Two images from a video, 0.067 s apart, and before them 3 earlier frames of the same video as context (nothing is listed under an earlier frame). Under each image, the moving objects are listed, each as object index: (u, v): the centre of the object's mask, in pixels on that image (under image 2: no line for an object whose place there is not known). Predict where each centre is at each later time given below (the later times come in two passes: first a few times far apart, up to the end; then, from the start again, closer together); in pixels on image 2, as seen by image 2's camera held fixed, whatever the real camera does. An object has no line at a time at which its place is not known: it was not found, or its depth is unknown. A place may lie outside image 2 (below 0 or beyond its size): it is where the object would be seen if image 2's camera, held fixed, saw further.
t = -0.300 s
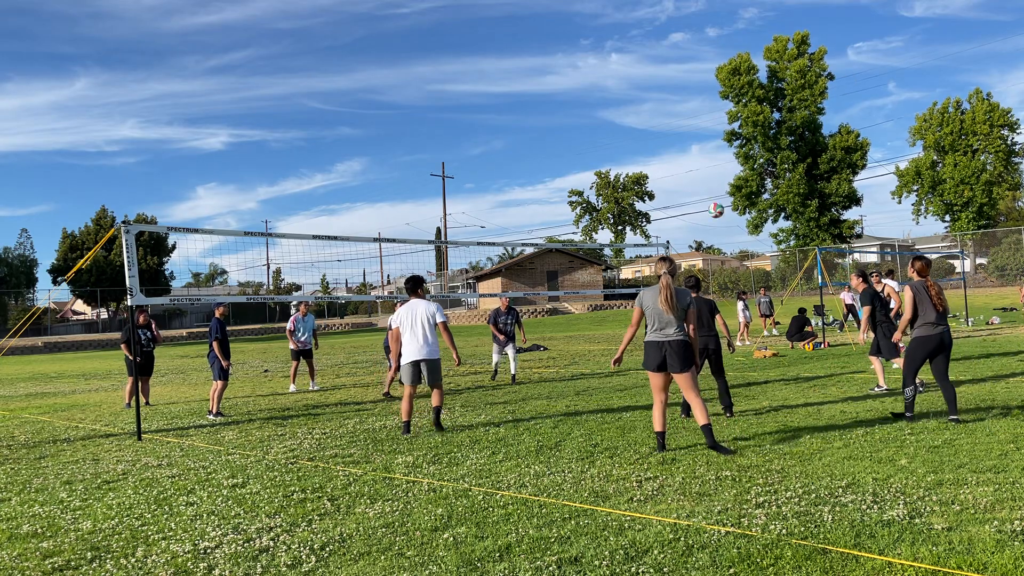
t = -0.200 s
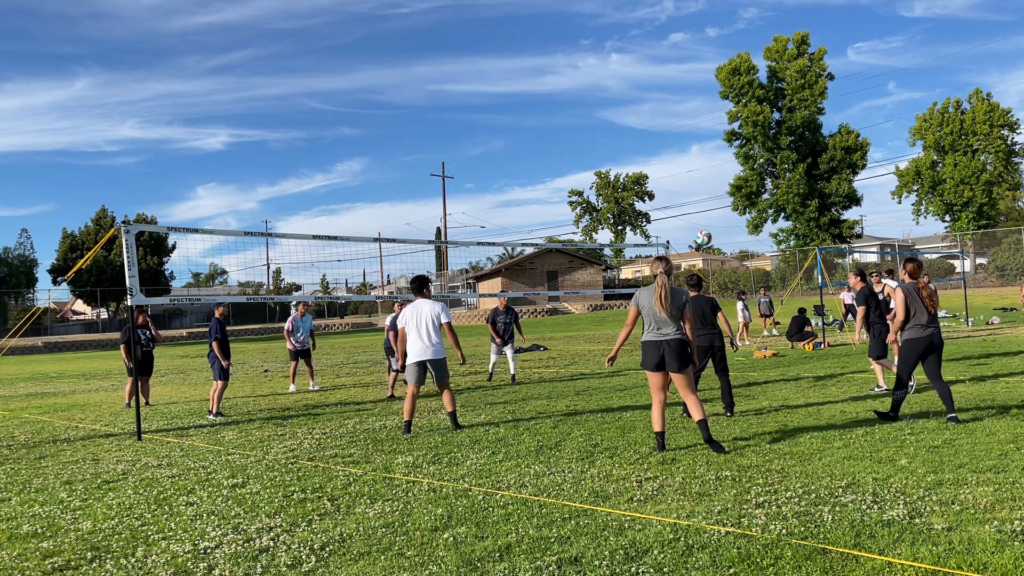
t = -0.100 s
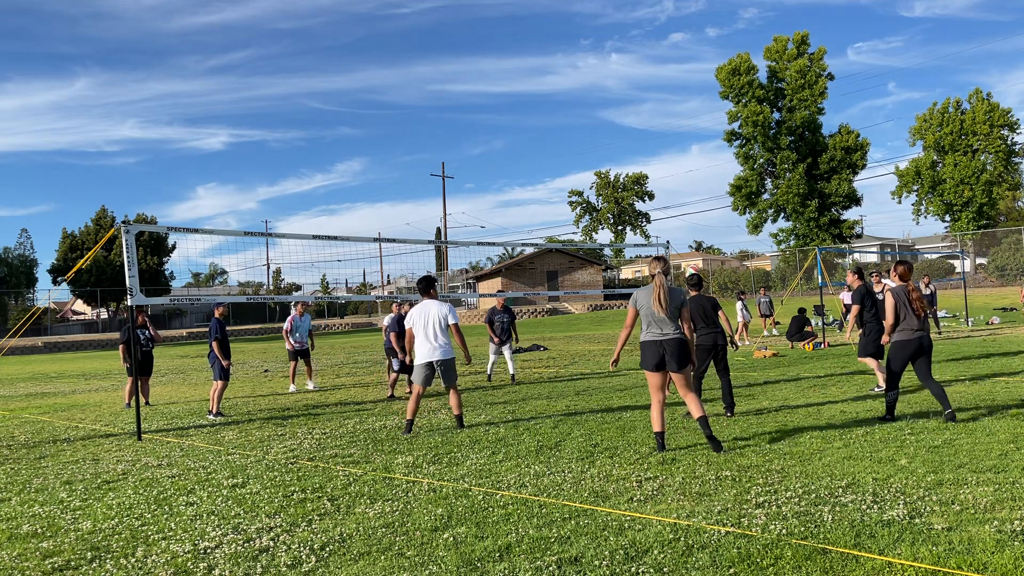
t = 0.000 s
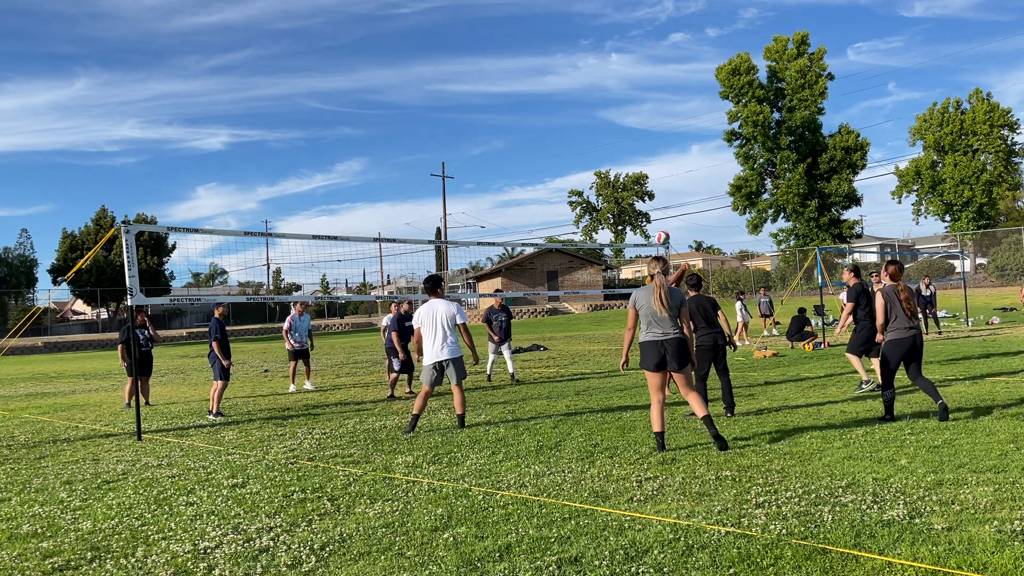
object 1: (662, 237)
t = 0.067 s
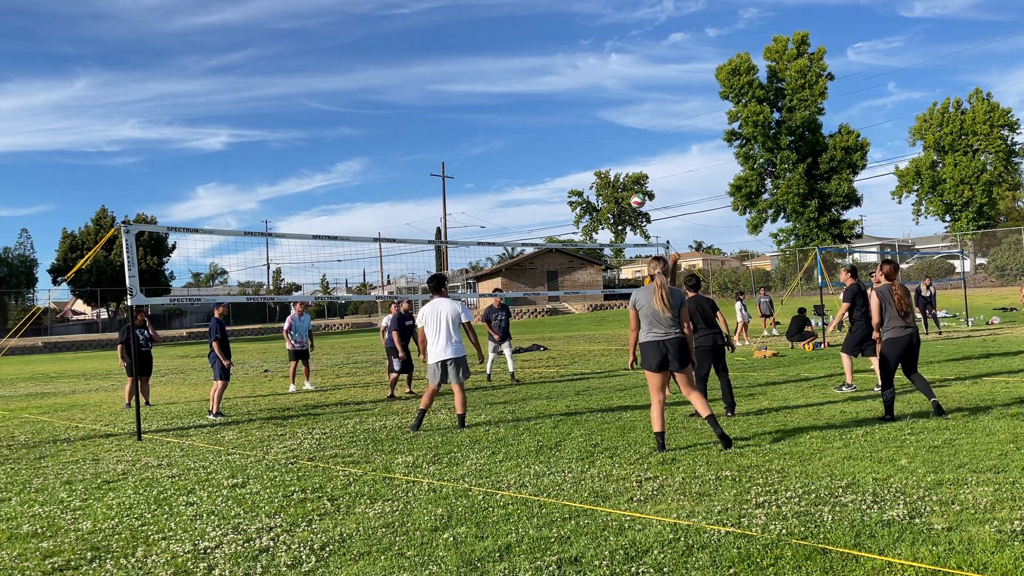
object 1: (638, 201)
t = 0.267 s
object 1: (573, 117)
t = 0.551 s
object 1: (497, 52)
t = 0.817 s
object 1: (438, 42)
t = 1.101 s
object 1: (387, 75)
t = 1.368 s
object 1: (348, 142)
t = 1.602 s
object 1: (320, 225)
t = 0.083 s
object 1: (631, 192)
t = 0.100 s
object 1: (625, 184)
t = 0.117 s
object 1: (619, 176)
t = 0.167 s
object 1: (604, 154)
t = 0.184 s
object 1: (598, 147)
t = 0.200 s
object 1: (593, 141)
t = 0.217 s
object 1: (588, 134)
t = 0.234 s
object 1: (583, 128)
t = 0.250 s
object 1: (578, 123)
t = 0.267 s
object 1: (573, 117)
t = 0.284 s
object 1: (568, 111)
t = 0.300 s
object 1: (563, 106)
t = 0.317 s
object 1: (558, 101)
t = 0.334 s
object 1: (554, 96)
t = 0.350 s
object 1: (549, 91)
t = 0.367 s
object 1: (544, 87)
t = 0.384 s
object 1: (540, 83)
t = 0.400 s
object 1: (536, 79)
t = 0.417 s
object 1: (531, 75)
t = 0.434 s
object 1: (527, 71)
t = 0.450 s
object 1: (522, 68)
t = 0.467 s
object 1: (518, 65)
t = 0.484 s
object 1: (513, 62)
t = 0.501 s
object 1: (509, 59)
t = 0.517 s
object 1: (505, 57)
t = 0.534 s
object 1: (501, 55)
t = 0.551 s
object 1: (497, 52)
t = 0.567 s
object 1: (493, 50)
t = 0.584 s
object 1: (489, 49)
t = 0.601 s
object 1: (485, 47)
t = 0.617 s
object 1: (481, 45)
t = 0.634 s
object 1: (477, 44)
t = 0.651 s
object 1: (474, 43)
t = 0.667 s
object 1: (470, 42)
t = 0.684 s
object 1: (466, 41)
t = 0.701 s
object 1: (463, 41)
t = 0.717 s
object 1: (459, 40)
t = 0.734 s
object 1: (456, 40)
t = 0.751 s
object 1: (452, 40)
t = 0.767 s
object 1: (448, 40)
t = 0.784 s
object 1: (445, 41)
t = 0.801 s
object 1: (441, 41)
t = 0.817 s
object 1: (438, 42)
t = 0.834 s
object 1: (435, 43)
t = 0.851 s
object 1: (432, 43)
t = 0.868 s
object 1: (428, 45)
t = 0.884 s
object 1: (426, 45)
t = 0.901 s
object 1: (422, 47)
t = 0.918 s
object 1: (419, 49)
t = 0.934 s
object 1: (416, 50)
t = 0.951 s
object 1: (413, 52)
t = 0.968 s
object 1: (410, 54)
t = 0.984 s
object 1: (407, 56)
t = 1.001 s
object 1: (404, 58)
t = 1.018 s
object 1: (401, 60)
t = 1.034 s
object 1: (398, 63)
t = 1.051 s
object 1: (395, 66)
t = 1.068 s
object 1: (393, 69)
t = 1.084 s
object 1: (390, 72)
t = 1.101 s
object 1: (387, 75)
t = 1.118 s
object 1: (385, 78)
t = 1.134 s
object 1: (382, 82)
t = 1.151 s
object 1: (379, 85)
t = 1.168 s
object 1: (377, 88)
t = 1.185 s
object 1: (374, 92)
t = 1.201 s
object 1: (371, 97)
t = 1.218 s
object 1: (369, 101)
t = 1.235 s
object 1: (367, 105)
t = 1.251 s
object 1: (364, 109)
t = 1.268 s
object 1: (362, 113)
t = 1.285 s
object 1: (359, 118)
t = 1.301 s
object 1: (357, 122)
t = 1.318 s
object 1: (355, 127)
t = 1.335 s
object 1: (352, 132)
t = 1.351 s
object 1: (350, 137)
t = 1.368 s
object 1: (348, 142)
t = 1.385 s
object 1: (346, 148)
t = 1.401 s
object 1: (344, 153)
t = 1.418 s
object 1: (342, 158)
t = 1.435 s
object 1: (340, 164)
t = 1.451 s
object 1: (338, 169)
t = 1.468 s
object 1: (336, 175)
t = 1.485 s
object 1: (334, 181)
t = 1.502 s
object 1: (332, 187)
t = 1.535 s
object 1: (328, 199)
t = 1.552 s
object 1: (326, 205)
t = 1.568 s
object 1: (324, 212)
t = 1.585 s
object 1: (322, 218)
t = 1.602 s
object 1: (320, 225)
